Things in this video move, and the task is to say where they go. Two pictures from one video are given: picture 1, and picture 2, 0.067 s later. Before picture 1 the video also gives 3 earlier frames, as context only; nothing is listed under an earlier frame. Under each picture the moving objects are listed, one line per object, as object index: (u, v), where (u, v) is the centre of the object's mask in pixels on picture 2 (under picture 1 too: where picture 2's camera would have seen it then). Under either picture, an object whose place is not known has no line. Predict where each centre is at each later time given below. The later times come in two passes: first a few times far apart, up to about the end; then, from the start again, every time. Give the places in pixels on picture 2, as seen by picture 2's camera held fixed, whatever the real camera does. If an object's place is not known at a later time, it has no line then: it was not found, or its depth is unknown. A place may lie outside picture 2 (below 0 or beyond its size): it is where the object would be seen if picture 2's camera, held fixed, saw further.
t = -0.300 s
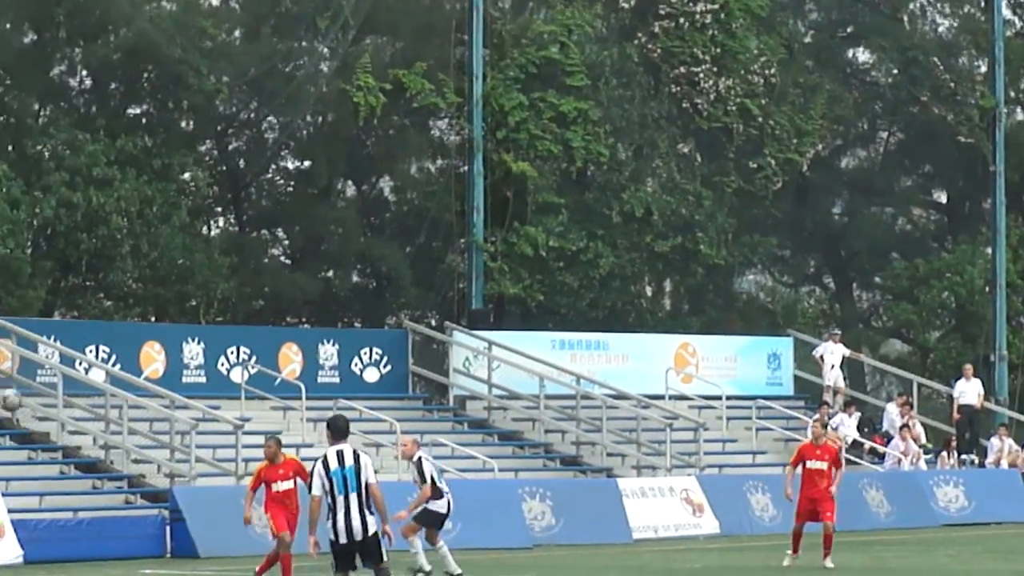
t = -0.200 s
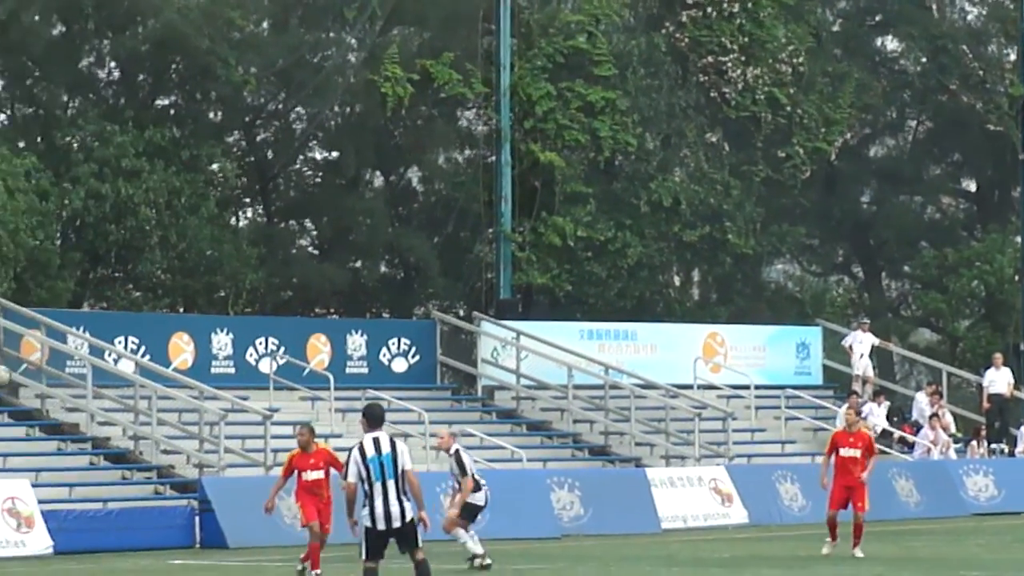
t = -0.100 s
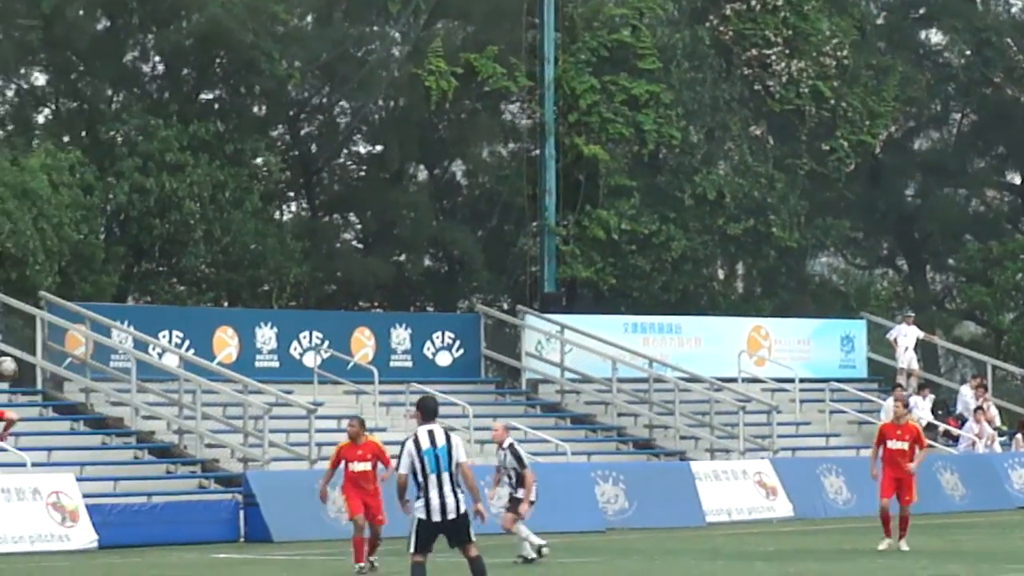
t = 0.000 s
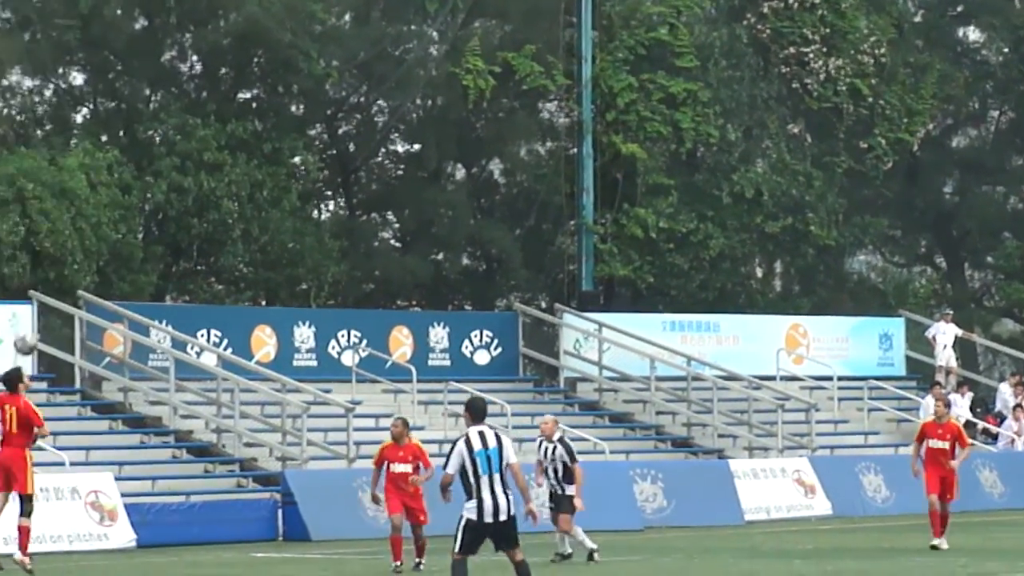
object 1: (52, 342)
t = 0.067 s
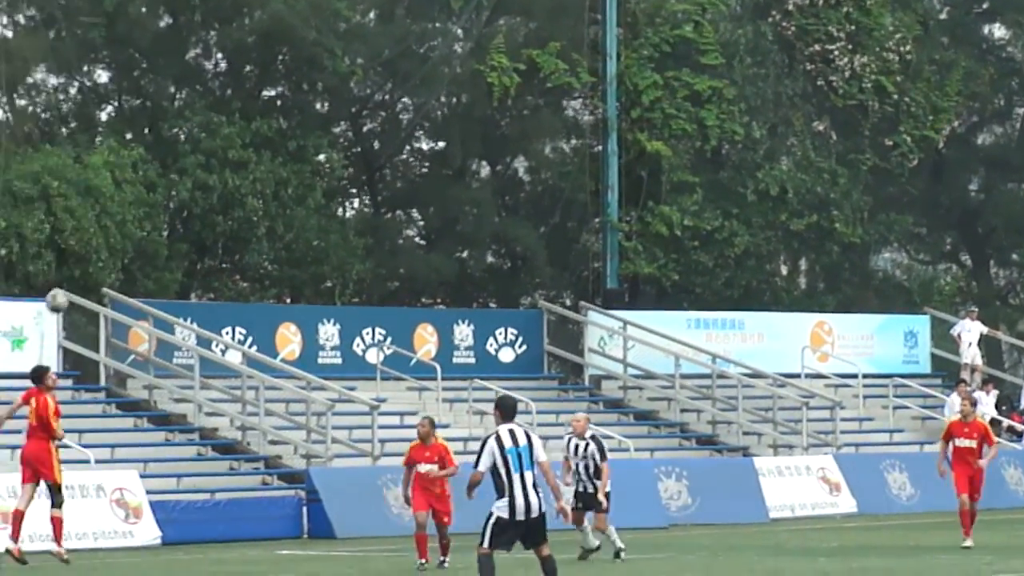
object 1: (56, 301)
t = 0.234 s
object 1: (69, 222)
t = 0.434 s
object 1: (86, 163)
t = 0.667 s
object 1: (109, 151)
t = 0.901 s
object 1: (139, 212)
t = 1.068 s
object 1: (159, 294)
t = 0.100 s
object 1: (59, 283)
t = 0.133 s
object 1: (62, 265)
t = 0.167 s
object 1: (64, 248)
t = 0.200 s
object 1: (65, 234)
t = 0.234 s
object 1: (69, 222)
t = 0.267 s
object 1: (73, 208)
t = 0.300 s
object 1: (75, 195)
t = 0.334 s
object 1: (77, 184)
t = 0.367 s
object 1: (80, 175)
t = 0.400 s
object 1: (83, 168)
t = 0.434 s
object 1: (86, 163)
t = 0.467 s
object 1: (89, 157)
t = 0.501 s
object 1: (91, 153)
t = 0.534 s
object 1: (95, 149)
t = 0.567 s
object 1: (99, 148)
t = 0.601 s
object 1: (102, 149)
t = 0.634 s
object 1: (105, 149)
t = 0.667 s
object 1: (109, 151)
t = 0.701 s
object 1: (113, 156)
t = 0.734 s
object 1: (117, 163)
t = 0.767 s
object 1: (121, 170)
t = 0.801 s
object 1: (125, 177)
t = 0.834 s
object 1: (129, 186)
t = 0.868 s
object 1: (134, 198)
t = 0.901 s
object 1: (139, 212)
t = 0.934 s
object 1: (143, 223)
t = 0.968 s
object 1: (147, 240)
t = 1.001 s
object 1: (151, 257)
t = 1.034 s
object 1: (155, 275)
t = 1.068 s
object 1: (159, 294)
